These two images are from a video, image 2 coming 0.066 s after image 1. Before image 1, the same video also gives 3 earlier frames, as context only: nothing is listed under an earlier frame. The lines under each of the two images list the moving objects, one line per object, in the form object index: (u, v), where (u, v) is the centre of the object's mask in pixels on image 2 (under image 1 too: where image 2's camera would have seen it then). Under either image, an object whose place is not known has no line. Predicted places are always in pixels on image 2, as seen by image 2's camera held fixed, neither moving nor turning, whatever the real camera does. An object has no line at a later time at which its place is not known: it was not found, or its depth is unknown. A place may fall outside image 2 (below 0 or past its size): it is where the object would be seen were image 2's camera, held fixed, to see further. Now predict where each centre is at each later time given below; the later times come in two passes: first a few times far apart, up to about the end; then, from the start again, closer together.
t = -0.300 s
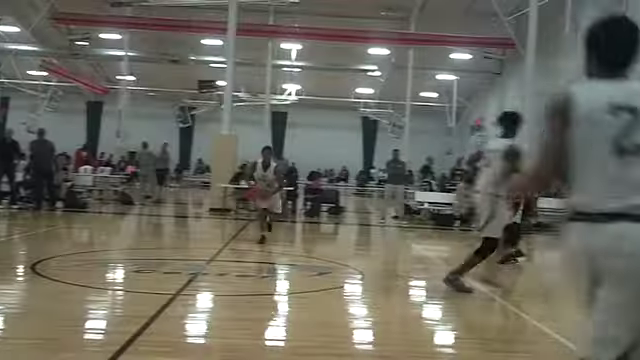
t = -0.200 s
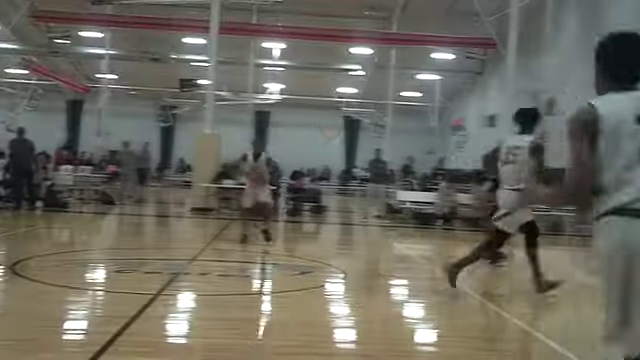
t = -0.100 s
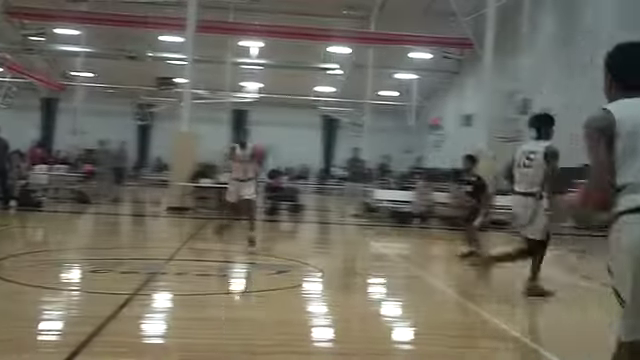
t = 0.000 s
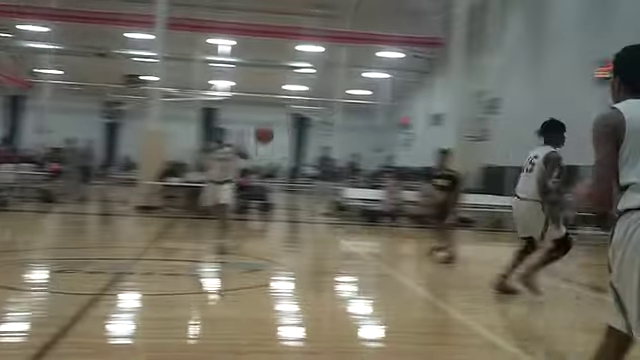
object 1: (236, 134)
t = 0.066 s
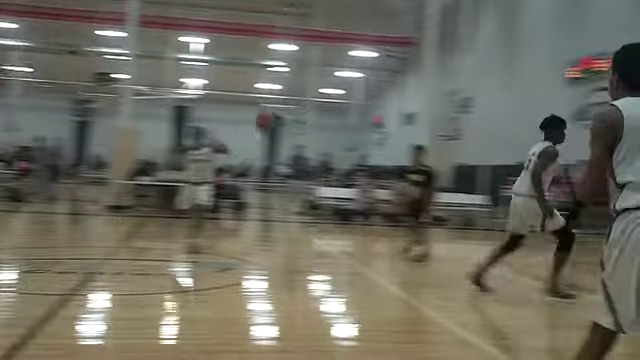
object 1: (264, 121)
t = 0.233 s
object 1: (368, 104)
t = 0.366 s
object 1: (500, 104)
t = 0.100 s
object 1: (281, 118)
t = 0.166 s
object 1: (321, 109)
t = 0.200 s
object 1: (344, 107)
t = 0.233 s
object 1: (368, 104)
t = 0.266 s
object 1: (397, 103)
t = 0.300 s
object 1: (426, 101)
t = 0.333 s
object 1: (460, 101)
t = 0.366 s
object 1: (500, 104)
